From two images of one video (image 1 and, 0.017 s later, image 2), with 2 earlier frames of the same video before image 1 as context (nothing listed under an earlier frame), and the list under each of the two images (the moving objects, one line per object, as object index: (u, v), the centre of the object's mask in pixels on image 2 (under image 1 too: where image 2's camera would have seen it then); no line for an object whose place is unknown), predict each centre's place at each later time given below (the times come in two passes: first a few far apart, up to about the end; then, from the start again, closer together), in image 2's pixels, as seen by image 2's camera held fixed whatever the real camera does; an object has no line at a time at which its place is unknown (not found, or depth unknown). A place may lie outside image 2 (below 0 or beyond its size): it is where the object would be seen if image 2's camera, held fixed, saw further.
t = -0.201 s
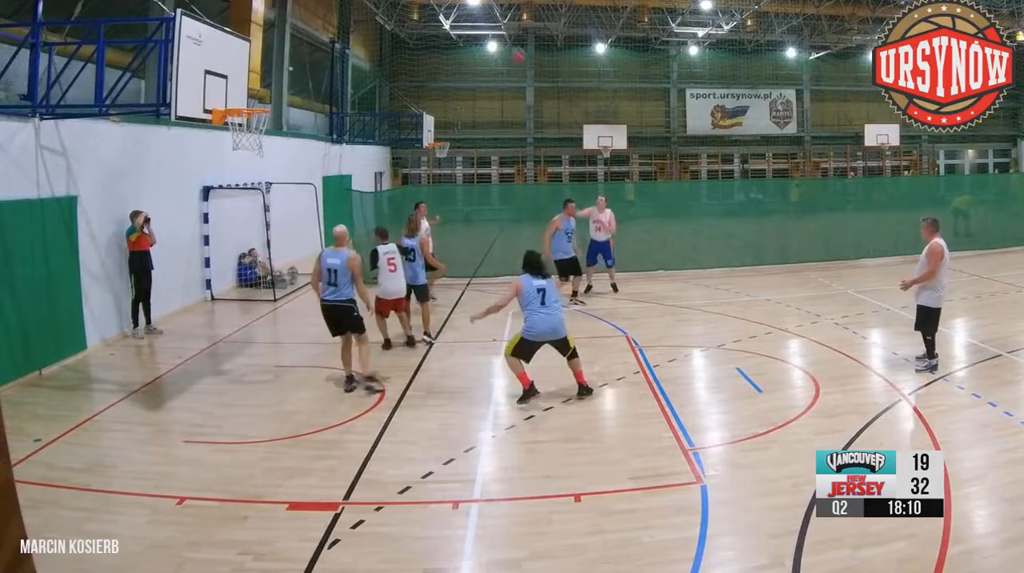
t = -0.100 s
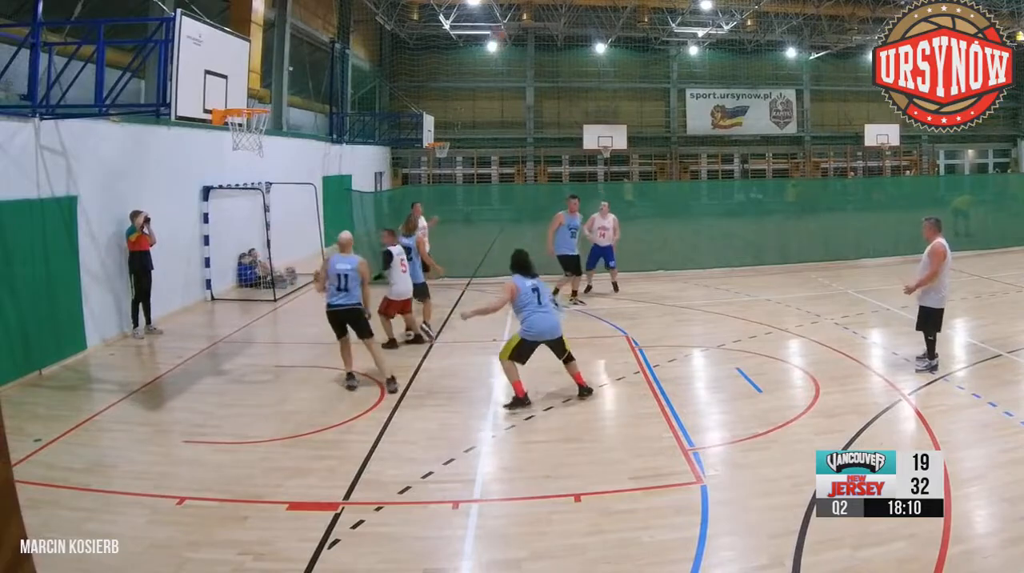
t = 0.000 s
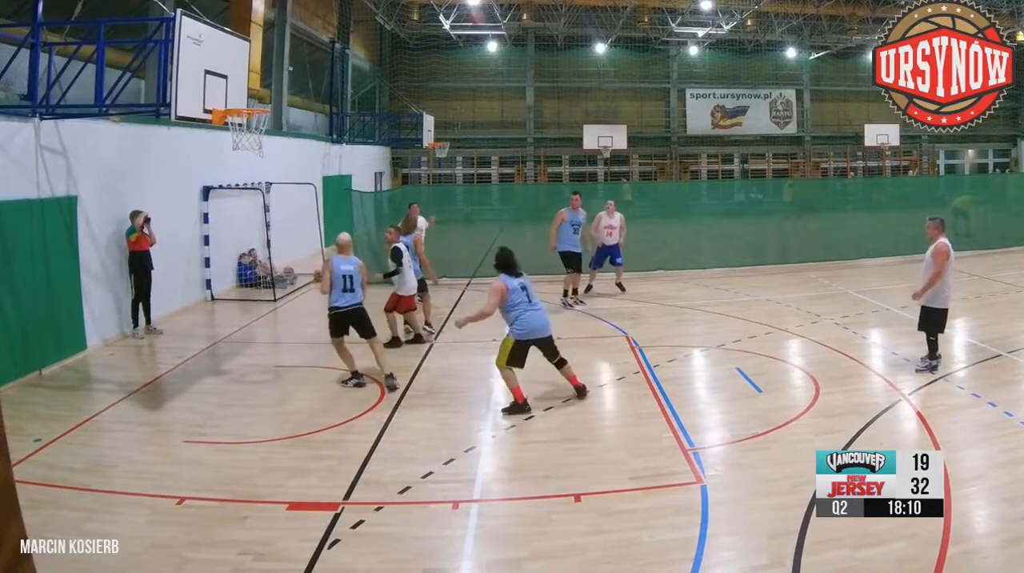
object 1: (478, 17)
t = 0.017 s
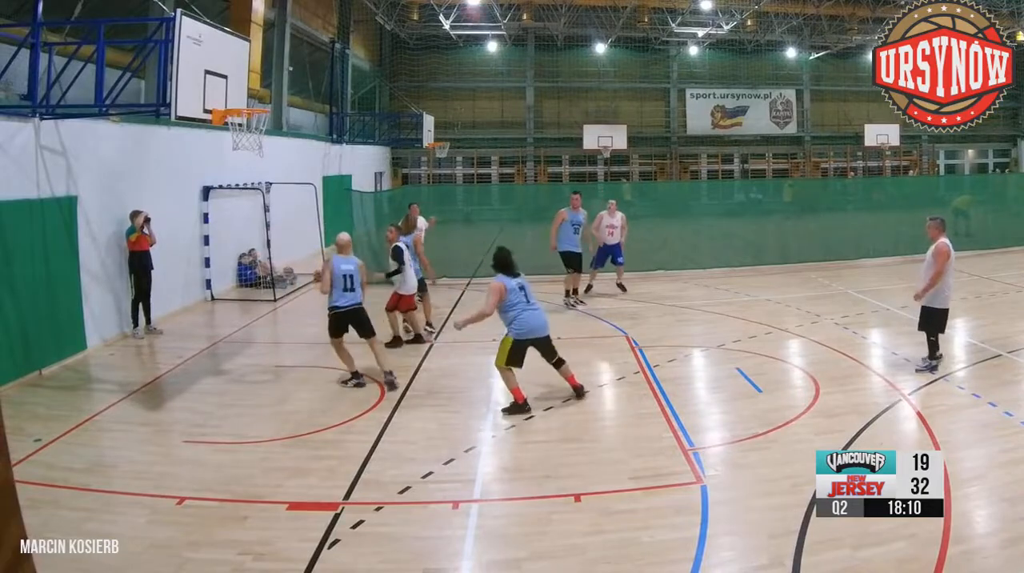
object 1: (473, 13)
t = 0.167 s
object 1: (437, 5)
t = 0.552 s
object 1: (318, 44)
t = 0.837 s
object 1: (228, 134)
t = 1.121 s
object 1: (218, 165)
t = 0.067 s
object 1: (459, 6)
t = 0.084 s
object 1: (456, 5)
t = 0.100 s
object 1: (453, 5)
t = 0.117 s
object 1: (450, 5)
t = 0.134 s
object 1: (445, 5)
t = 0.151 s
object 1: (441, 4)
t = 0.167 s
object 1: (437, 5)
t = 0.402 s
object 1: (369, 10)
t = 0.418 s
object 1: (363, 13)
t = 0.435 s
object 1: (358, 16)
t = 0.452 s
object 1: (353, 18)
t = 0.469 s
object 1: (347, 21)
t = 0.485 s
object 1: (341, 24)
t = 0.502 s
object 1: (337, 28)
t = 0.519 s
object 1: (332, 33)
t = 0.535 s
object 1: (325, 37)
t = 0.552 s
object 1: (318, 44)
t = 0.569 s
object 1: (312, 49)
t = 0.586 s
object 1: (306, 52)
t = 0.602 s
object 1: (300, 58)
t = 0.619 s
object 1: (294, 64)
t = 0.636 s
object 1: (288, 69)
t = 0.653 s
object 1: (281, 77)
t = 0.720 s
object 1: (254, 102)
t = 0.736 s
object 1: (246, 120)
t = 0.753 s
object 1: (240, 126)
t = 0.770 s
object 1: (235, 132)
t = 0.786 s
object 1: (231, 133)
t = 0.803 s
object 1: (229, 133)
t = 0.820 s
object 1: (228, 133)
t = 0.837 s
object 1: (228, 134)
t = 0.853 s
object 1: (228, 134)
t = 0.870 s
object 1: (227, 133)
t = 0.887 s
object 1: (226, 133)
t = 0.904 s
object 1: (226, 134)
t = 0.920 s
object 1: (225, 135)
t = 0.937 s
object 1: (225, 136)
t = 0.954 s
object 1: (224, 137)
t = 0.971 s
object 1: (223, 138)
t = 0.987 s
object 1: (222, 140)
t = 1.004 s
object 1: (222, 142)
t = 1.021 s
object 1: (221, 145)
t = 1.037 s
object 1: (221, 147)
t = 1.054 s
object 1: (220, 151)
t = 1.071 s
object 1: (219, 153)
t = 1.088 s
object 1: (218, 157)
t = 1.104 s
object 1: (218, 161)
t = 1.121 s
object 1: (218, 165)
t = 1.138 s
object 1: (217, 168)
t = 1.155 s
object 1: (216, 173)
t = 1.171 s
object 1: (216, 177)
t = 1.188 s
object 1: (215, 182)
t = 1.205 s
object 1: (214, 187)
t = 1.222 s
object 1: (214, 192)
